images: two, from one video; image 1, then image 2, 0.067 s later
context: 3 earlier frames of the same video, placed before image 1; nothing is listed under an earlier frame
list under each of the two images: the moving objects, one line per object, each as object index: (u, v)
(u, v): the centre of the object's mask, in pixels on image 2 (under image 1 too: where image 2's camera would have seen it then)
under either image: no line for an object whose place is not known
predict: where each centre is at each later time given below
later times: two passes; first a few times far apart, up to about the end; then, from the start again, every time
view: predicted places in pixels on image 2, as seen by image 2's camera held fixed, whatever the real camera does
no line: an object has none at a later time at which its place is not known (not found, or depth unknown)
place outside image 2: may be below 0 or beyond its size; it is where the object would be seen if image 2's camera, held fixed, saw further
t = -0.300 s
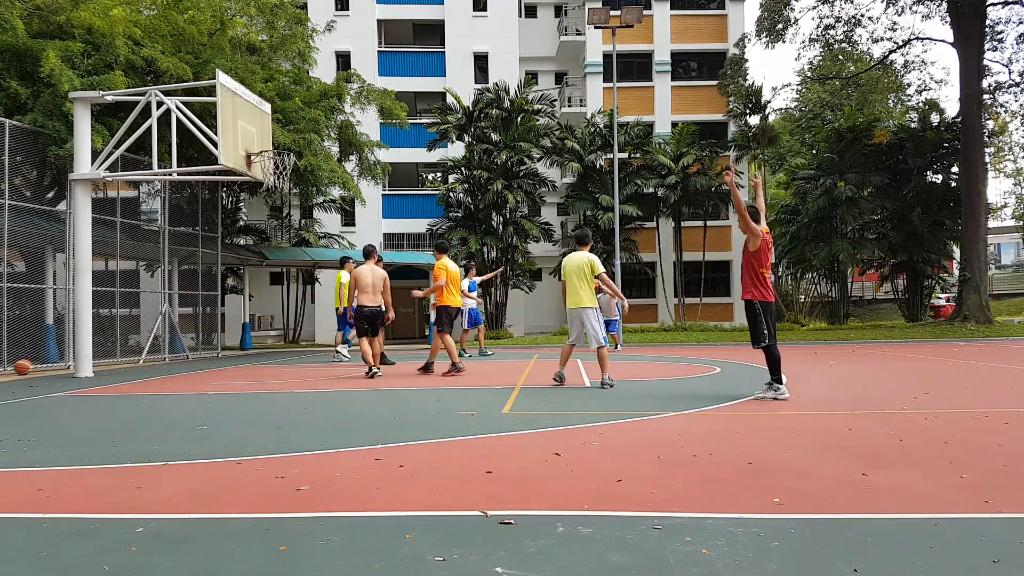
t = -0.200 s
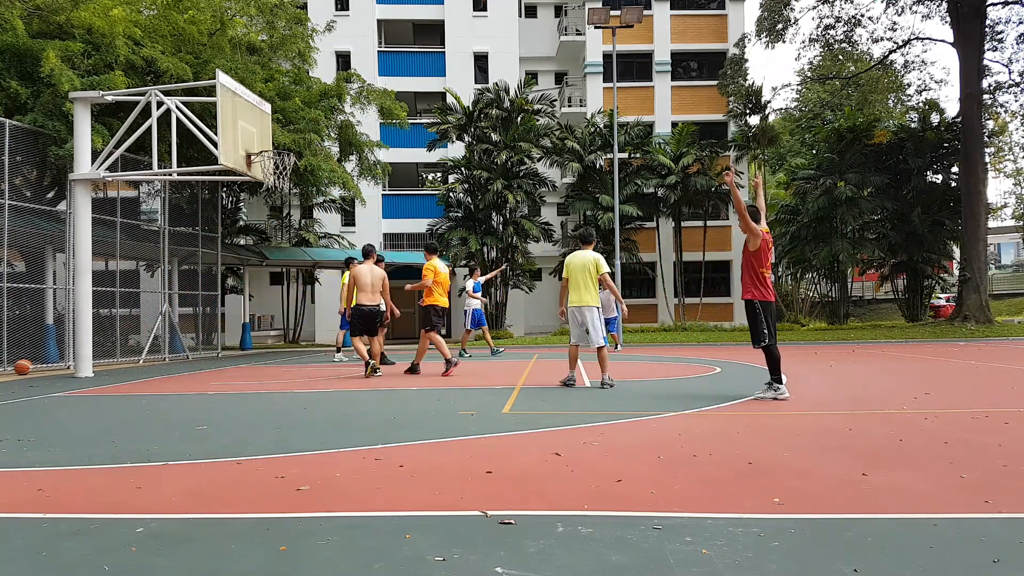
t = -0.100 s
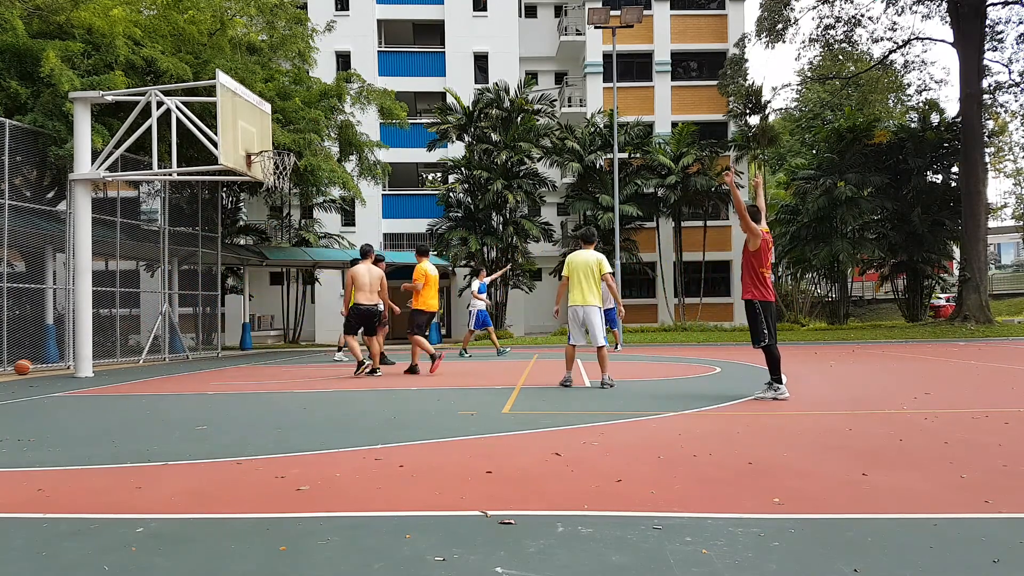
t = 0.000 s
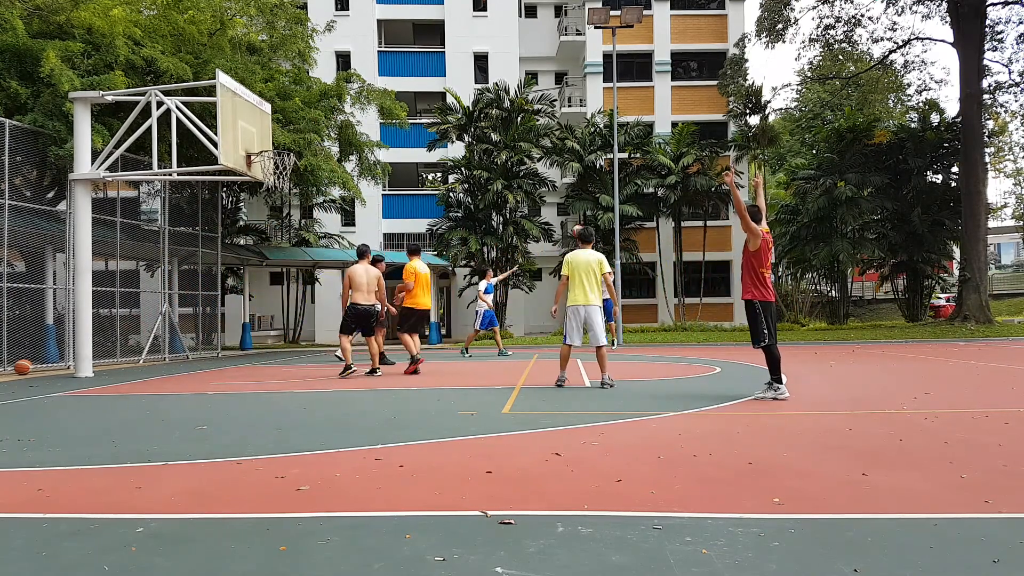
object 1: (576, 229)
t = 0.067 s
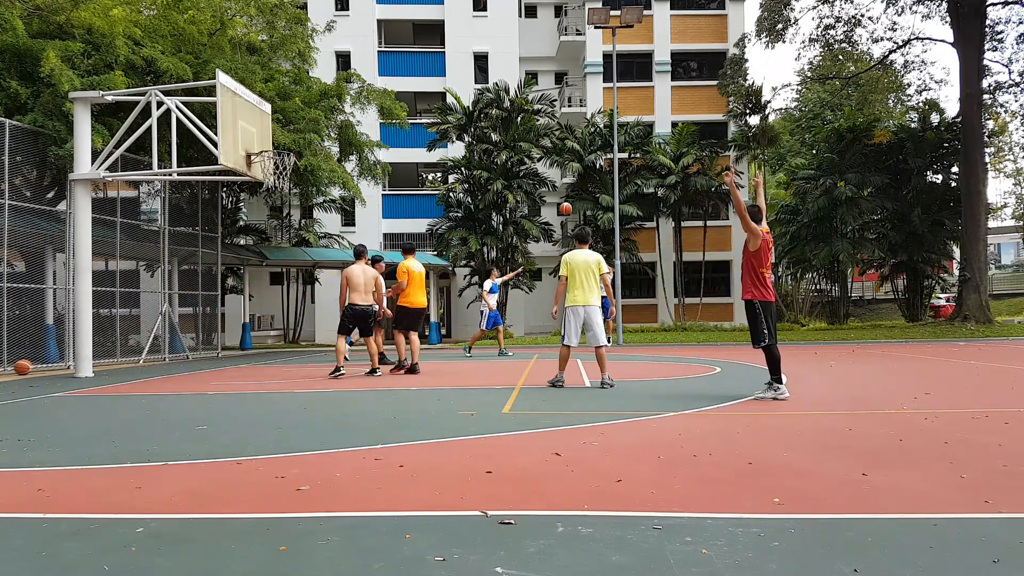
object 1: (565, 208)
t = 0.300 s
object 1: (520, 142)
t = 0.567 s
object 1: (463, 94)
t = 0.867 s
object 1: (389, 82)
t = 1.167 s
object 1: (305, 129)
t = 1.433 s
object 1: (245, 189)
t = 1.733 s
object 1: (199, 283)
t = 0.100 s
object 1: (560, 198)
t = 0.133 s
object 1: (553, 187)
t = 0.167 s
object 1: (547, 177)
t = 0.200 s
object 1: (540, 168)
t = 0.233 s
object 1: (534, 159)
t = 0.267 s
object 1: (527, 150)
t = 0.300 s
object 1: (520, 142)
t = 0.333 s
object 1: (513, 134)
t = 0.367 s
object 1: (506, 127)
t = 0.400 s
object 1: (499, 121)
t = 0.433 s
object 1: (492, 114)
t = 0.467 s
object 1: (485, 108)
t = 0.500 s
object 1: (478, 103)
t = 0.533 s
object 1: (470, 98)
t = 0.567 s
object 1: (463, 94)
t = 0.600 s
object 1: (455, 90)
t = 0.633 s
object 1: (447, 87)
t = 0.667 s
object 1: (439, 85)
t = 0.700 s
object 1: (431, 82)
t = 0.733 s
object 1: (423, 81)
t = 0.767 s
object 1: (415, 80)
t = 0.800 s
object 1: (406, 80)
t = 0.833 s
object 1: (398, 81)
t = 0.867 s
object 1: (389, 82)
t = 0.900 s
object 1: (380, 83)
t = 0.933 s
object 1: (372, 87)
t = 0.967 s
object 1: (362, 90)
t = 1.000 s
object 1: (353, 95)
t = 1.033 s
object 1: (343, 100)
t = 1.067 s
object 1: (334, 105)
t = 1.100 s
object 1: (324, 113)
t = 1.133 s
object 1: (315, 120)
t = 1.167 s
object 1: (305, 129)
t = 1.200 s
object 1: (294, 138)
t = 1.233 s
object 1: (284, 146)
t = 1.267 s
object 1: (274, 160)
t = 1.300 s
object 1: (264, 170)
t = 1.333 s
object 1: (259, 173)
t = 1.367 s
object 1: (255, 177)
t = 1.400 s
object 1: (250, 183)
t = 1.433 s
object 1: (245, 189)
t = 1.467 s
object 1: (240, 196)
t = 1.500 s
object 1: (235, 204)
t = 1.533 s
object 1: (230, 212)
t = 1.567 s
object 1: (225, 222)
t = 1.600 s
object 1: (220, 232)
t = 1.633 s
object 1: (215, 244)
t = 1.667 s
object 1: (210, 255)
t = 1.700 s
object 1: (205, 269)
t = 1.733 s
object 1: (199, 283)
